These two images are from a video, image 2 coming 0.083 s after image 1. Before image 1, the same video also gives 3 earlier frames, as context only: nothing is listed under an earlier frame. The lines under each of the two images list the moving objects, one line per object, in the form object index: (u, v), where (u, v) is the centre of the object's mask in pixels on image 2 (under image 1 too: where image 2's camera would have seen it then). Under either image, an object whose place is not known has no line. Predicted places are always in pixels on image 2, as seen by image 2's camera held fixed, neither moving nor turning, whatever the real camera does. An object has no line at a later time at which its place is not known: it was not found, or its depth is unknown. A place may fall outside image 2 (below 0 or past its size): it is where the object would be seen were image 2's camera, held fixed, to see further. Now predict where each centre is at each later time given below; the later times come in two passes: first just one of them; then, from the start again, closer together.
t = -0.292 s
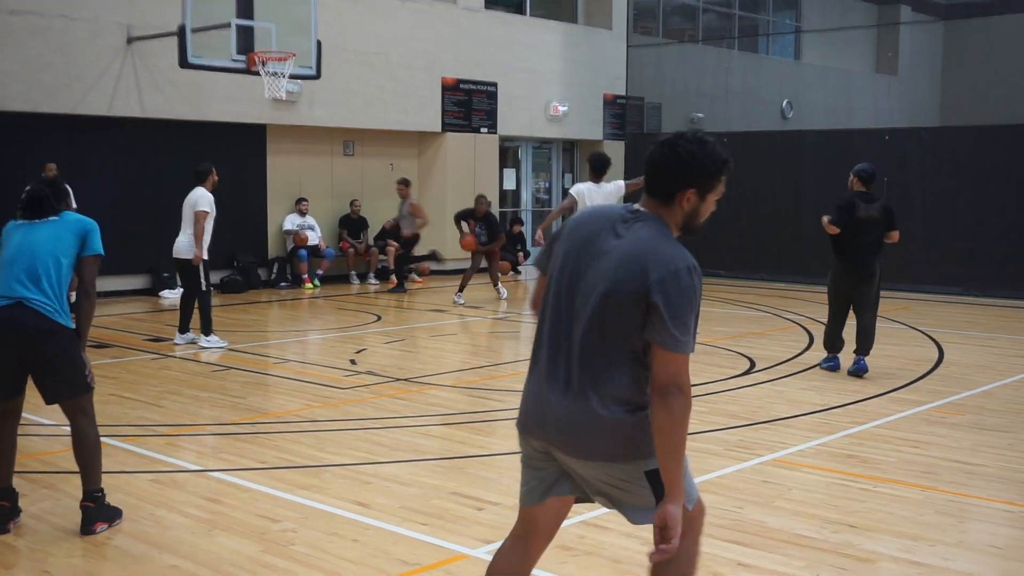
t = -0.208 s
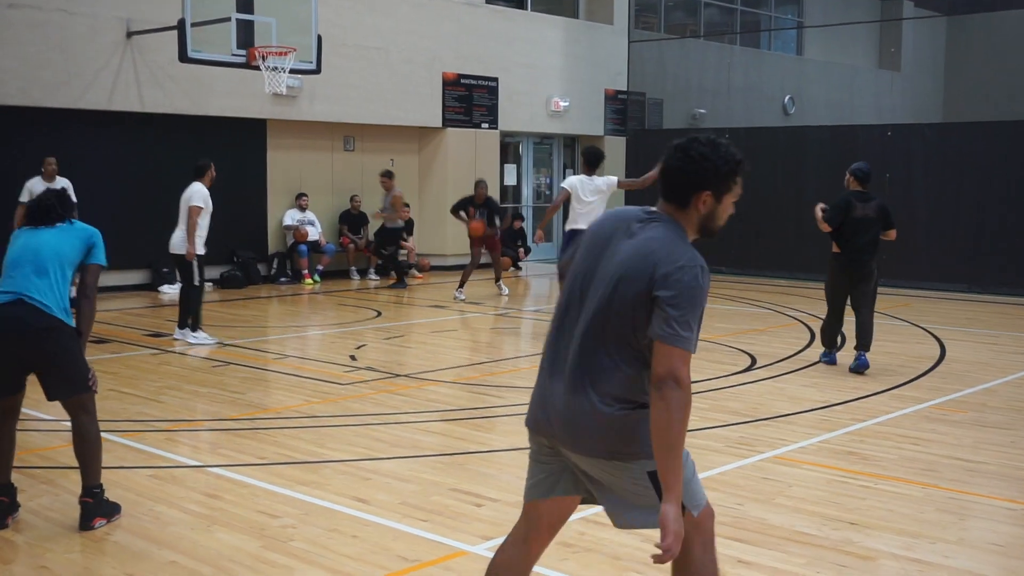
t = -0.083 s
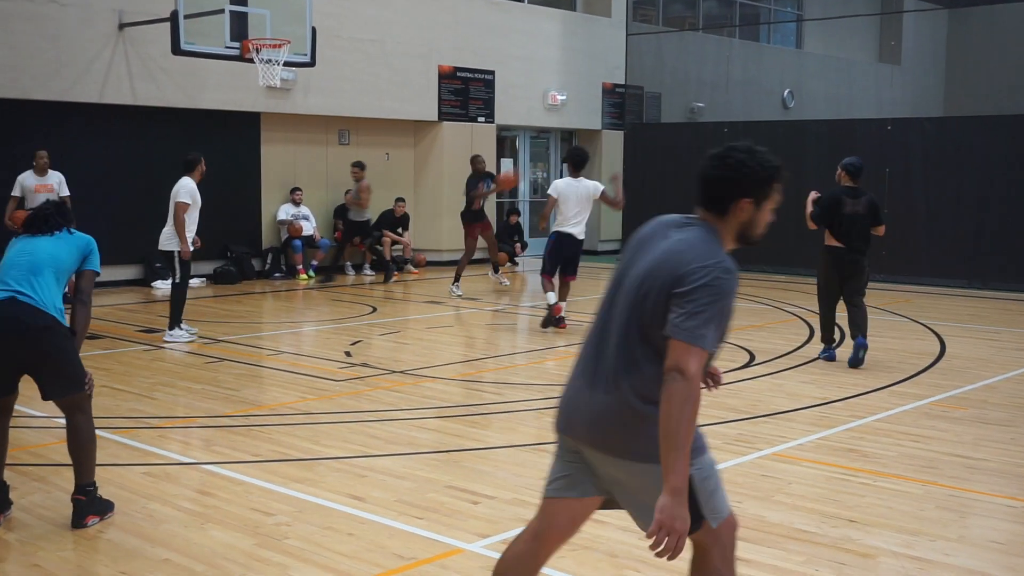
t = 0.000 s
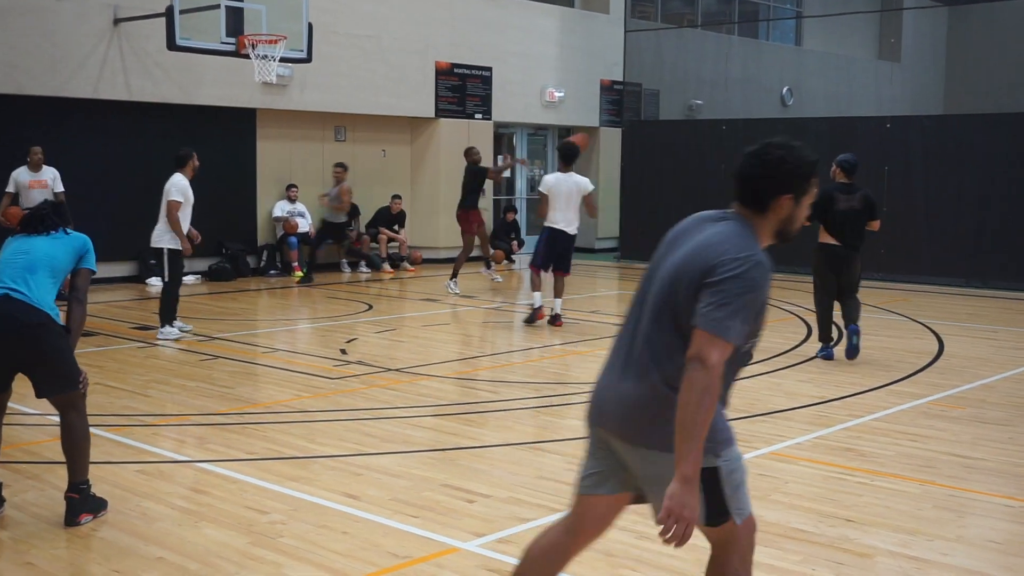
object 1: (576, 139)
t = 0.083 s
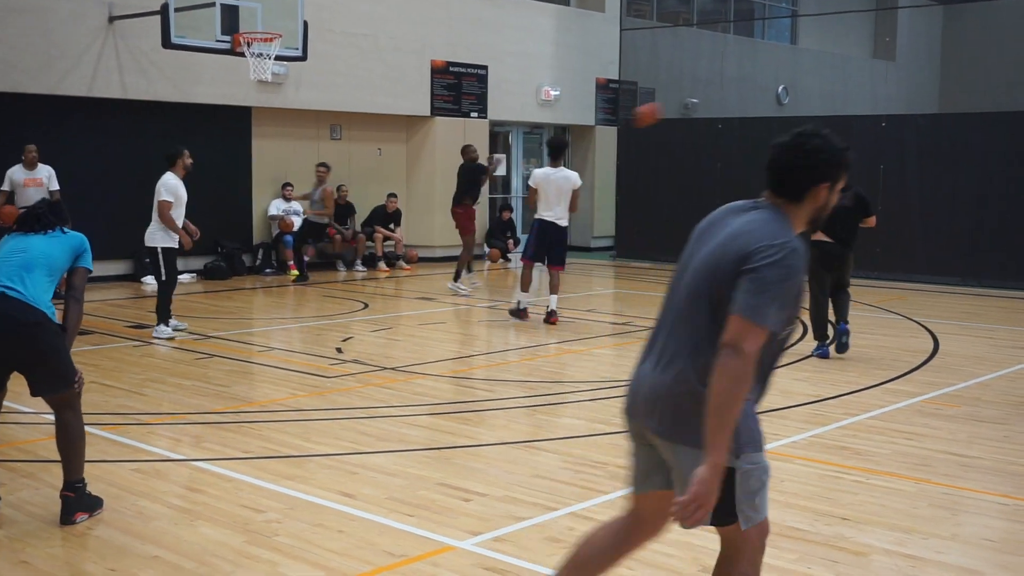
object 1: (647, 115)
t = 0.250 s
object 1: (817, 64)
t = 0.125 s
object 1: (687, 100)
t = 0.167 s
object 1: (728, 87)
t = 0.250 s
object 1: (817, 64)
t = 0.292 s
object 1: (862, 53)
